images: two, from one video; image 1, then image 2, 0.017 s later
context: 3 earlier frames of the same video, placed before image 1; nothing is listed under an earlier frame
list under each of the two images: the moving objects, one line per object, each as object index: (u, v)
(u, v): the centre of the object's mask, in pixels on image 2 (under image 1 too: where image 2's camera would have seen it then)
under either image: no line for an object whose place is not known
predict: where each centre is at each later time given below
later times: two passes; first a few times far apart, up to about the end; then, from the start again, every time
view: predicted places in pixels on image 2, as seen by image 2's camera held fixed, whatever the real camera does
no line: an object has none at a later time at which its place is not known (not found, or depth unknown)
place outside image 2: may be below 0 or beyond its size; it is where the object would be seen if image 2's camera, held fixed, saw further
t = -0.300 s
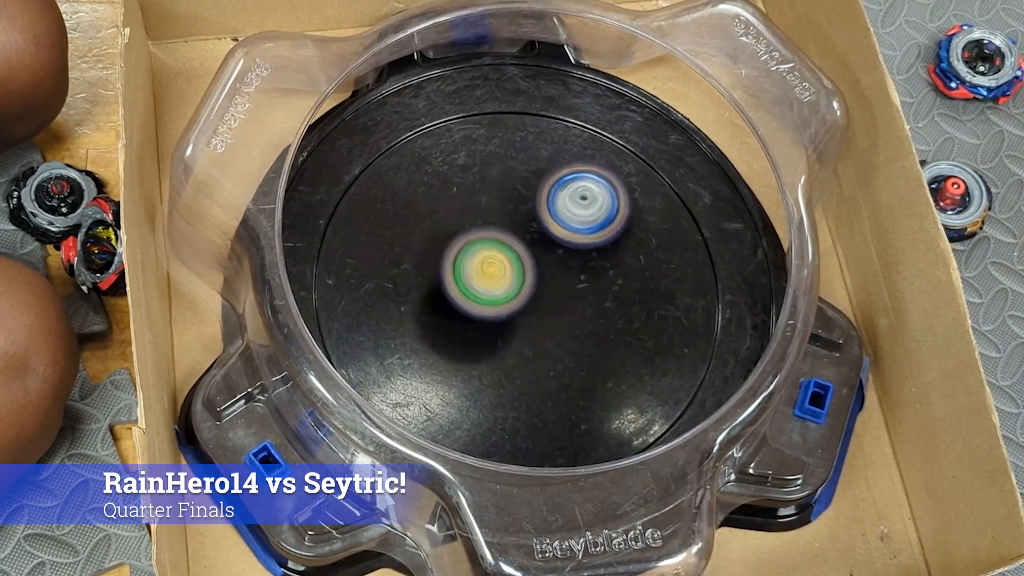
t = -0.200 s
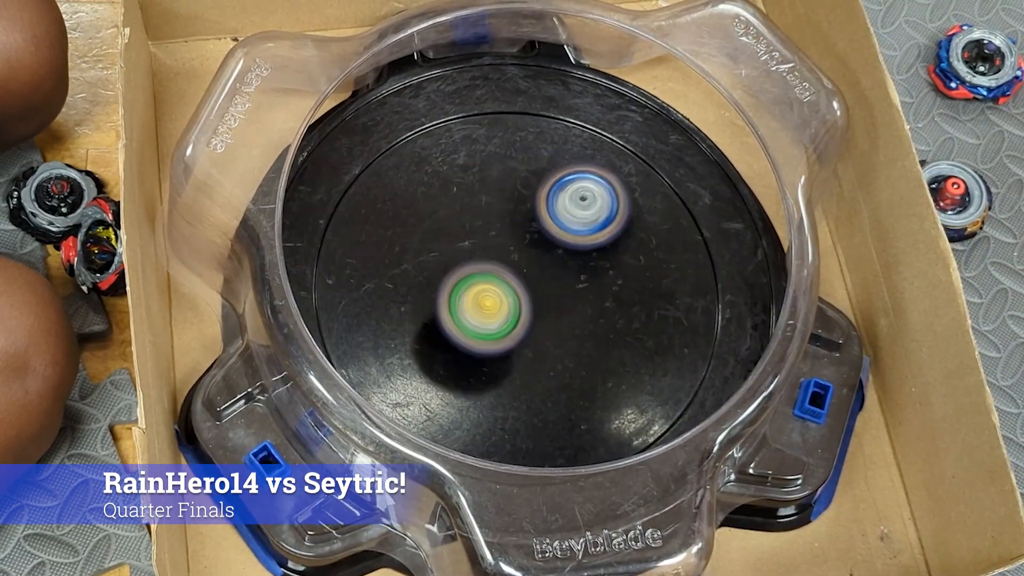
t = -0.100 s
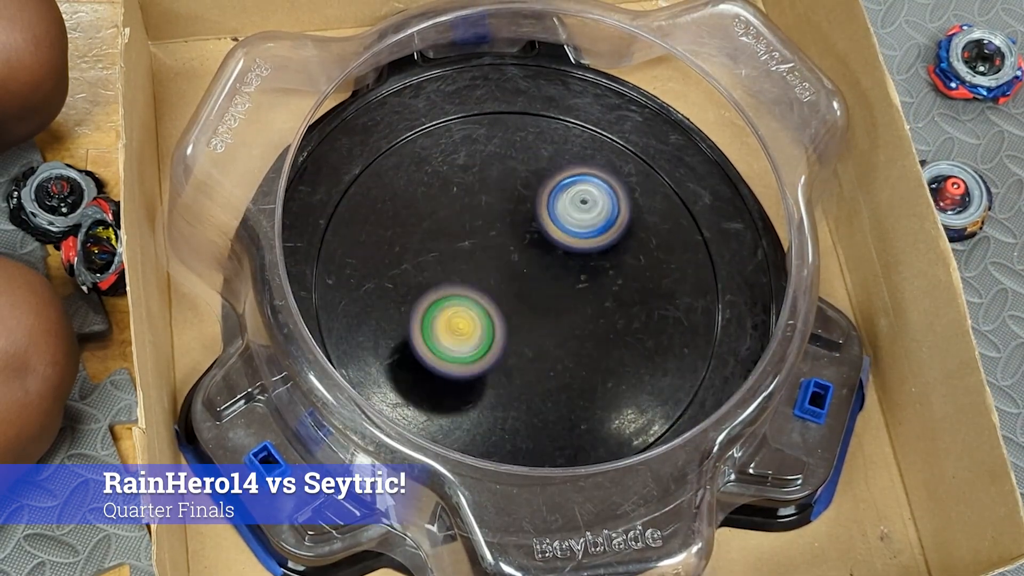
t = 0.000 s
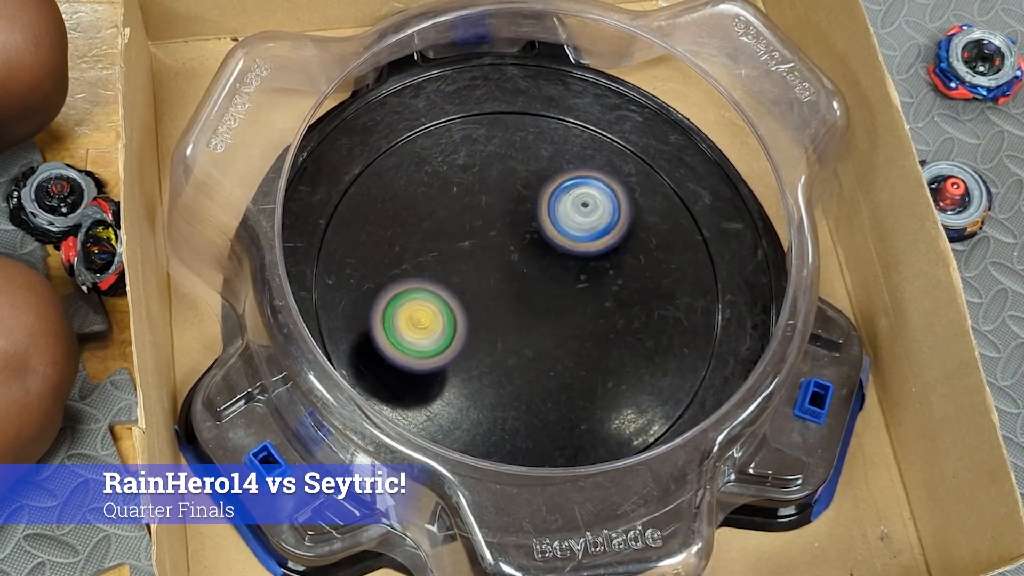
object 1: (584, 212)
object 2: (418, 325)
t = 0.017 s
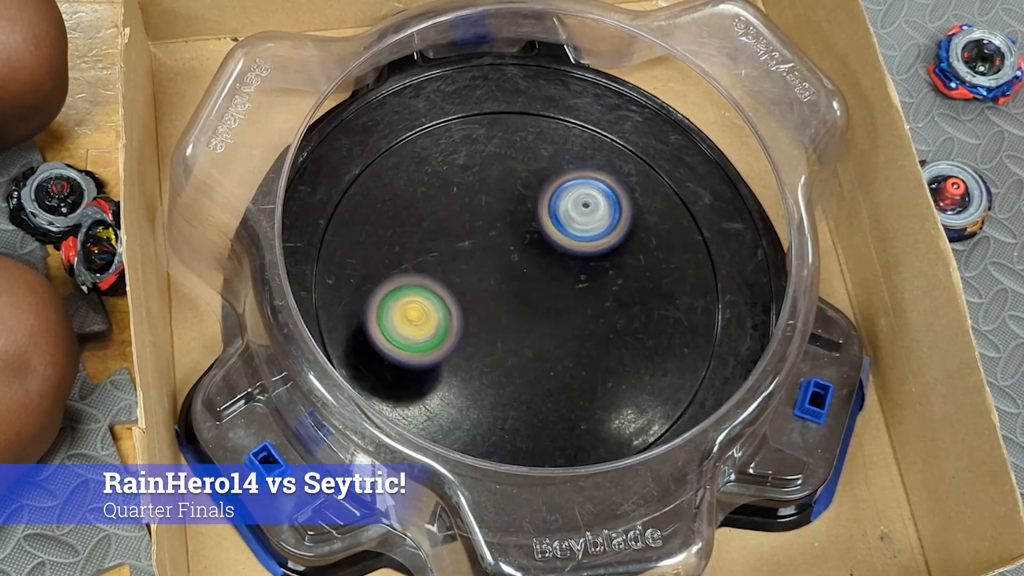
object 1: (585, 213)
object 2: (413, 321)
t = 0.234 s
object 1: (586, 217)
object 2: (435, 225)
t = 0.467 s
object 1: (626, 239)
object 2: (531, 286)
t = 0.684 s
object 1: (619, 271)
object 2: (504, 394)
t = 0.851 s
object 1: (608, 283)
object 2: (415, 379)
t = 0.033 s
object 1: (585, 213)
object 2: (406, 314)
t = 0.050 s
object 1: (584, 213)
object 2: (401, 309)
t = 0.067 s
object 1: (584, 213)
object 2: (399, 302)
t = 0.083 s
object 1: (585, 213)
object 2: (394, 293)
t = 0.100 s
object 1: (585, 214)
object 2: (393, 286)
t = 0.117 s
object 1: (584, 214)
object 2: (394, 277)
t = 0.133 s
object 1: (584, 214)
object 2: (394, 267)
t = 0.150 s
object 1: (585, 215)
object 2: (397, 260)
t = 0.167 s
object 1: (585, 216)
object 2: (403, 251)
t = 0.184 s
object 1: (584, 216)
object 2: (408, 243)
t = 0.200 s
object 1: (585, 216)
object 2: (415, 237)
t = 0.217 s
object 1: (586, 217)
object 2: (426, 231)
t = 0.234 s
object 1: (586, 217)
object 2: (435, 225)
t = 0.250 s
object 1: (586, 217)
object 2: (444, 222)
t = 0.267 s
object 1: (585, 218)
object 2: (469, 218)
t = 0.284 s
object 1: (584, 220)
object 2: (481, 218)
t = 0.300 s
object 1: (589, 219)
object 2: (488, 220)
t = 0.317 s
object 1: (598, 218)
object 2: (492, 224)
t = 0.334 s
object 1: (606, 219)
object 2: (494, 228)
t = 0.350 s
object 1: (611, 220)
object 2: (498, 235)
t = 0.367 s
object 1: (616, 221)
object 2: (504, 242)
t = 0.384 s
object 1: (620, 223)
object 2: (508, 247)
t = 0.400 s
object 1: (622, 227)
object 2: (512, 255)
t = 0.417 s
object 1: (624, 229)
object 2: (517, 262)
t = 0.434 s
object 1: (626, 232)
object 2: (523, 269)
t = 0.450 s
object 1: (626, 236)
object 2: (526, 276)
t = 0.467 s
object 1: (626, 239)
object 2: (531, 286)
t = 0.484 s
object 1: (627, 242)
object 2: (535, 294)
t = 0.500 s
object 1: (627, 245)
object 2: (537, 303)
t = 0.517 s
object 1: (627, 249)
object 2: (539, 313)
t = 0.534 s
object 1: (626, 251)
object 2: (541, 323)
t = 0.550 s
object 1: (626, 254)
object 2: (541, 332)
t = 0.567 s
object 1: (625, 257)
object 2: (539, 342)
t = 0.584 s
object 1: (624, 260)
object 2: (538, 352)
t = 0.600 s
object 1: (623, 261)
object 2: (535, 360)
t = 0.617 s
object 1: (622, 263)
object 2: (530, 367)
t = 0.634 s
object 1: (621, 266)
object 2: (525, 376)
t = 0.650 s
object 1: (620, 268)
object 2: (520, 384)
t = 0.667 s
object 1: (620, 269)
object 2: (513, 389)
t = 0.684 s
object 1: (619, 271)
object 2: (504, 394)
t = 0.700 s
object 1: (617, 273)
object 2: (496, 399)
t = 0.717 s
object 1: (616, 274)
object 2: (488, 401)
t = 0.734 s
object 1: (616, 274)
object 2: (480, 402)
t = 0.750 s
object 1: (615, 276)
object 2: (469, 402)
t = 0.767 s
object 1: (613, 278)
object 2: (460, 402)
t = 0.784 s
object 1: (613, 279)
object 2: (452, 400)
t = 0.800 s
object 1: (612, 280)
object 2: (442, 395)
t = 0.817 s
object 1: (610, 281)
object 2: (432, 391)
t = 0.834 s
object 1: (609, 281)
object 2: (422, 386)
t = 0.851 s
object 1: (608, 283)
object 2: (415, 379)
